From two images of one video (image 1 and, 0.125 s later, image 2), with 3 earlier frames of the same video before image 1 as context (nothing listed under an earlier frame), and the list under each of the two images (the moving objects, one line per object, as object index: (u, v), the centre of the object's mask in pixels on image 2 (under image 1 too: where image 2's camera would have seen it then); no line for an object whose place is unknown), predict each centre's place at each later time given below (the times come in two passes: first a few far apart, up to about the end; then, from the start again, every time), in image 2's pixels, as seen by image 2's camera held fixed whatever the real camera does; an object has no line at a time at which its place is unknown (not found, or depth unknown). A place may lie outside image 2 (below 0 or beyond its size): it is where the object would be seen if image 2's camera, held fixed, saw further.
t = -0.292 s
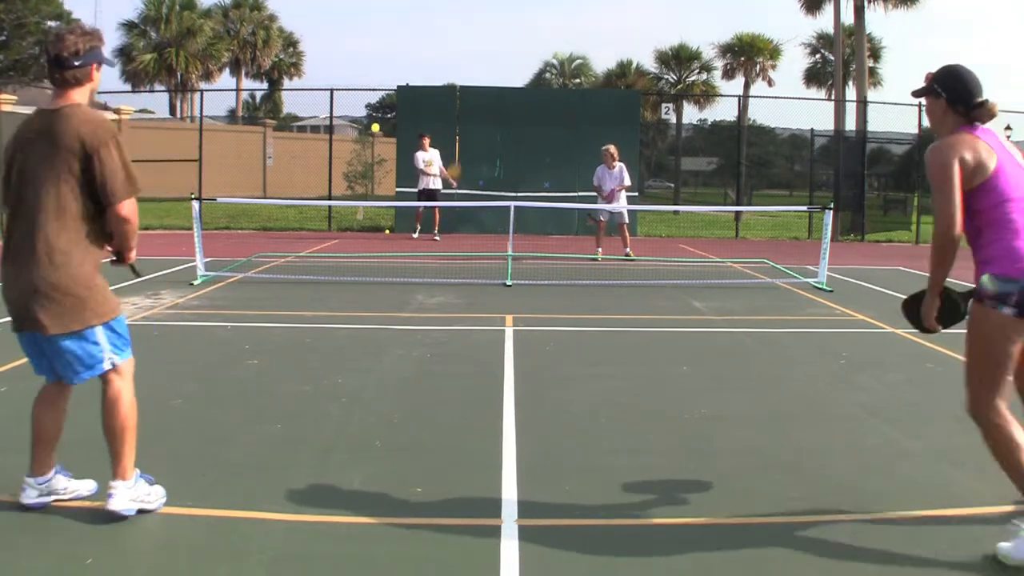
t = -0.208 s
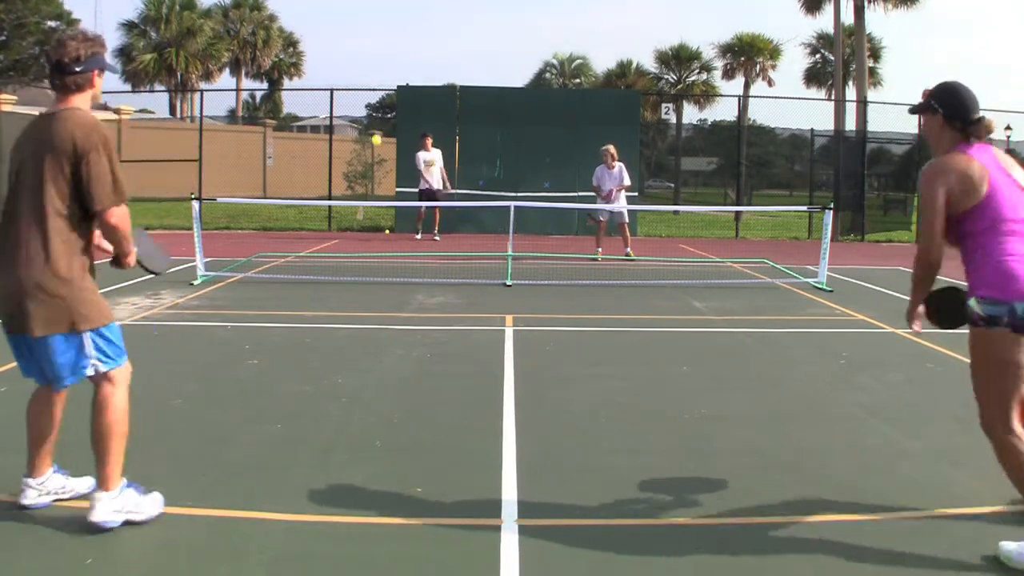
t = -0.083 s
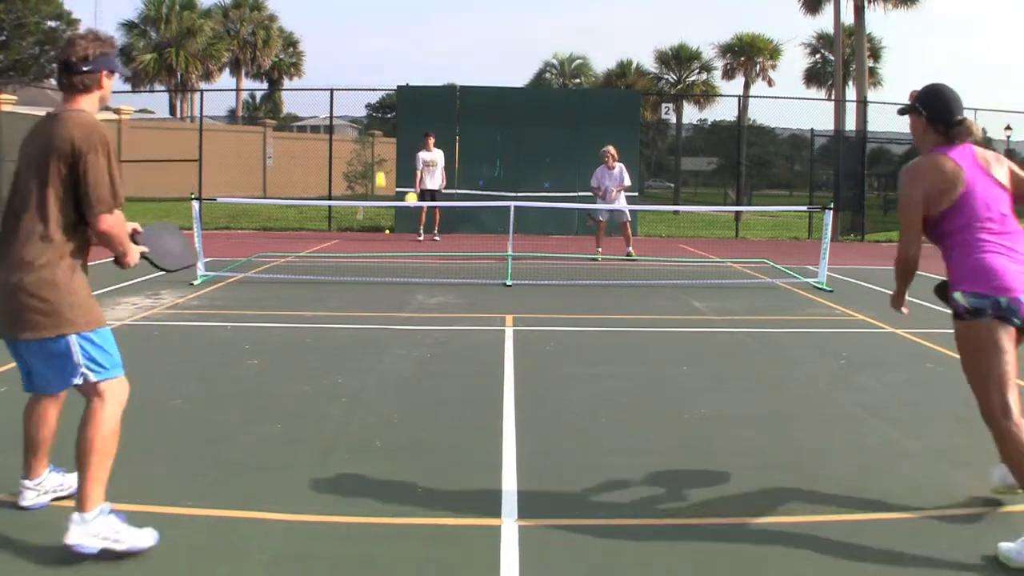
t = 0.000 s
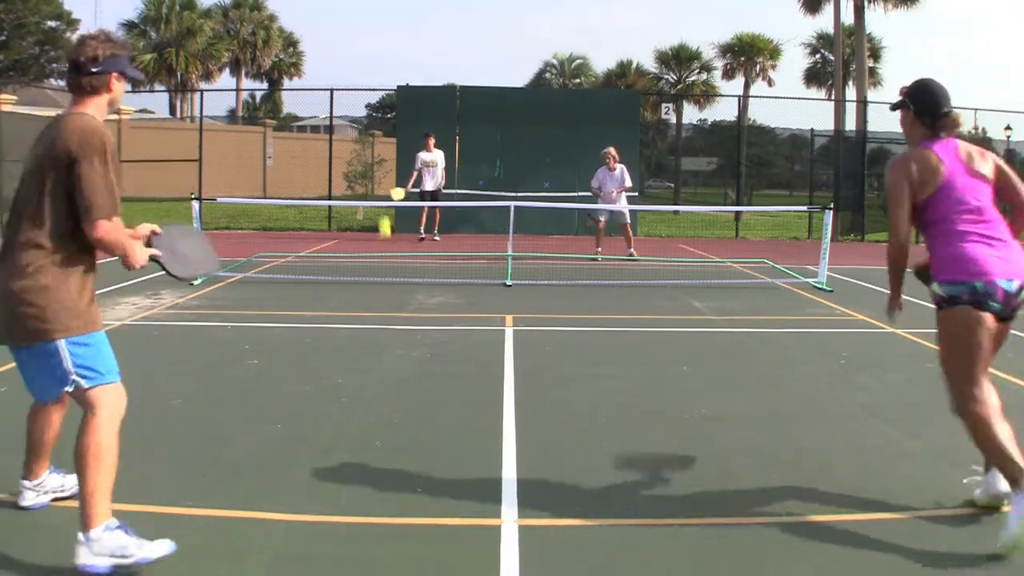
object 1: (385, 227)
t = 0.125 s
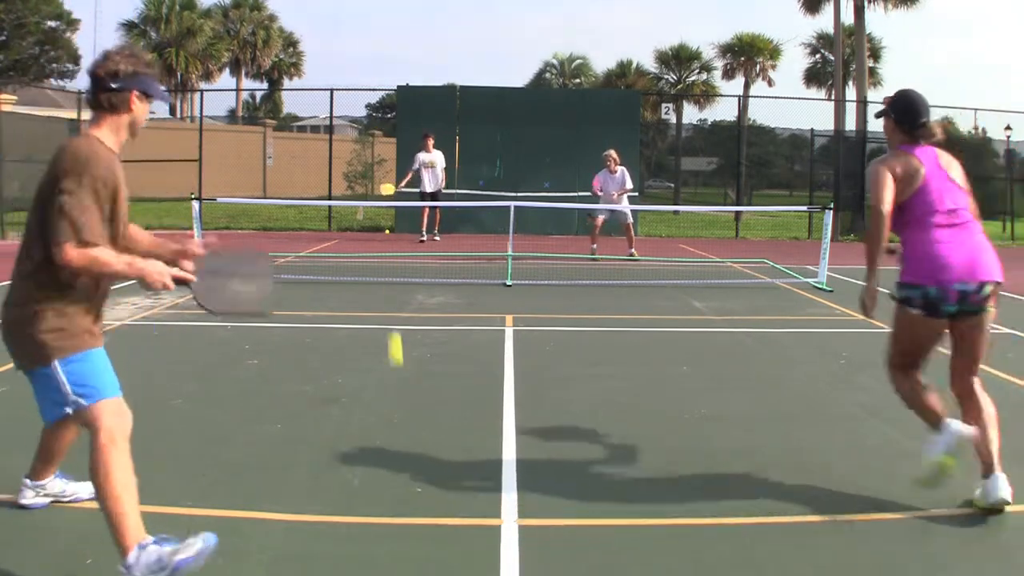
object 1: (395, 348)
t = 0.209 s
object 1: (401, 395)
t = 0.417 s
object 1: (405, 330)
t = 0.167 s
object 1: (400, 404)
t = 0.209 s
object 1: (401, 395)
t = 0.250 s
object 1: (401, 375)
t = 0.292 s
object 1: (402, 359)
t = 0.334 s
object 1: (403, 345)
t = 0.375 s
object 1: (404, 336)
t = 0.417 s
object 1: (405, 330)
